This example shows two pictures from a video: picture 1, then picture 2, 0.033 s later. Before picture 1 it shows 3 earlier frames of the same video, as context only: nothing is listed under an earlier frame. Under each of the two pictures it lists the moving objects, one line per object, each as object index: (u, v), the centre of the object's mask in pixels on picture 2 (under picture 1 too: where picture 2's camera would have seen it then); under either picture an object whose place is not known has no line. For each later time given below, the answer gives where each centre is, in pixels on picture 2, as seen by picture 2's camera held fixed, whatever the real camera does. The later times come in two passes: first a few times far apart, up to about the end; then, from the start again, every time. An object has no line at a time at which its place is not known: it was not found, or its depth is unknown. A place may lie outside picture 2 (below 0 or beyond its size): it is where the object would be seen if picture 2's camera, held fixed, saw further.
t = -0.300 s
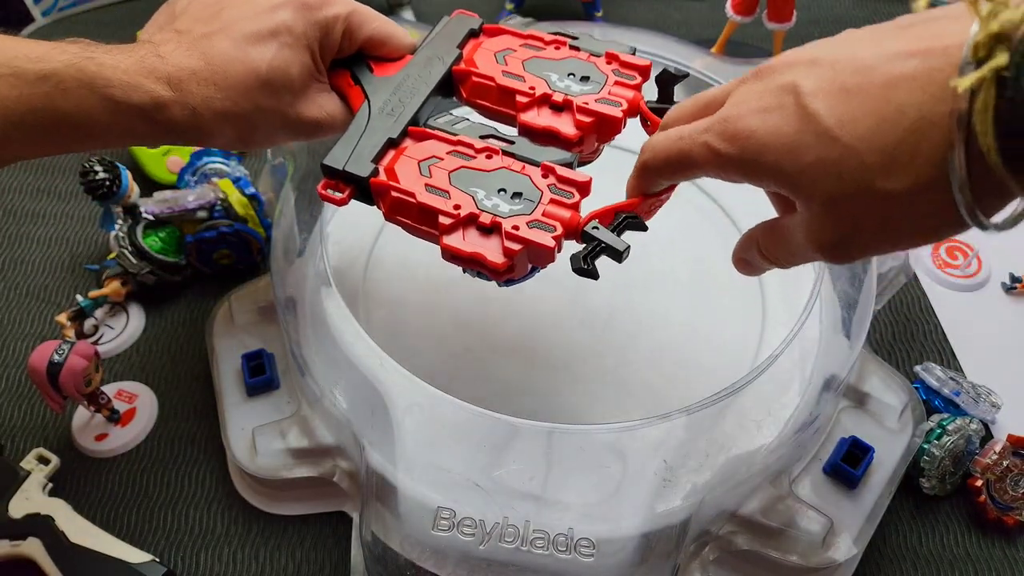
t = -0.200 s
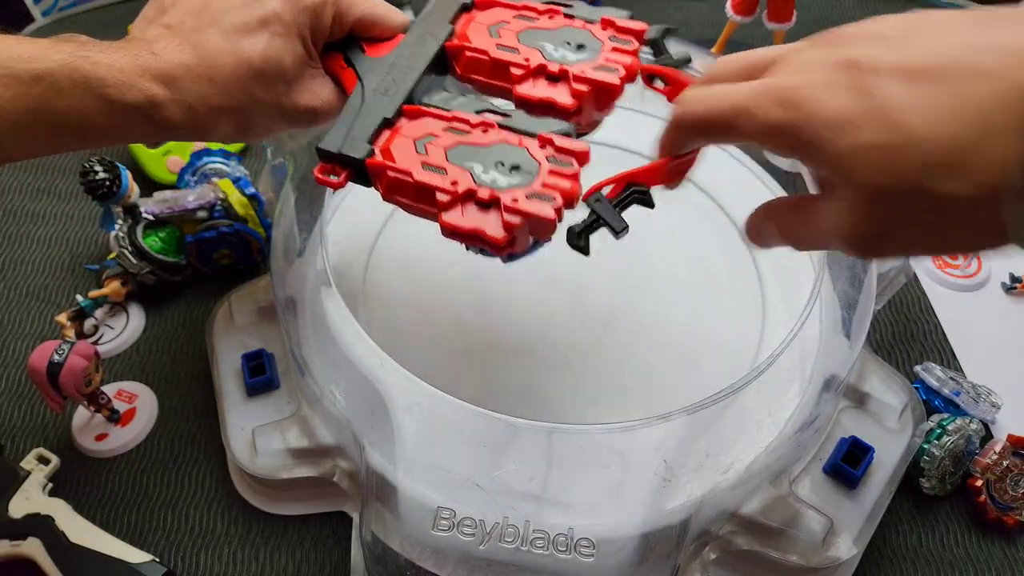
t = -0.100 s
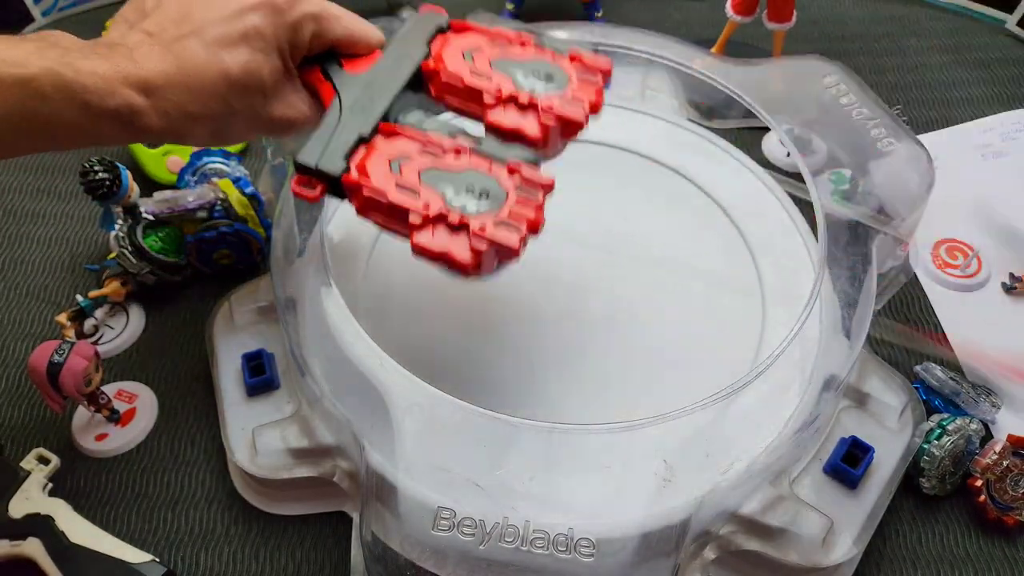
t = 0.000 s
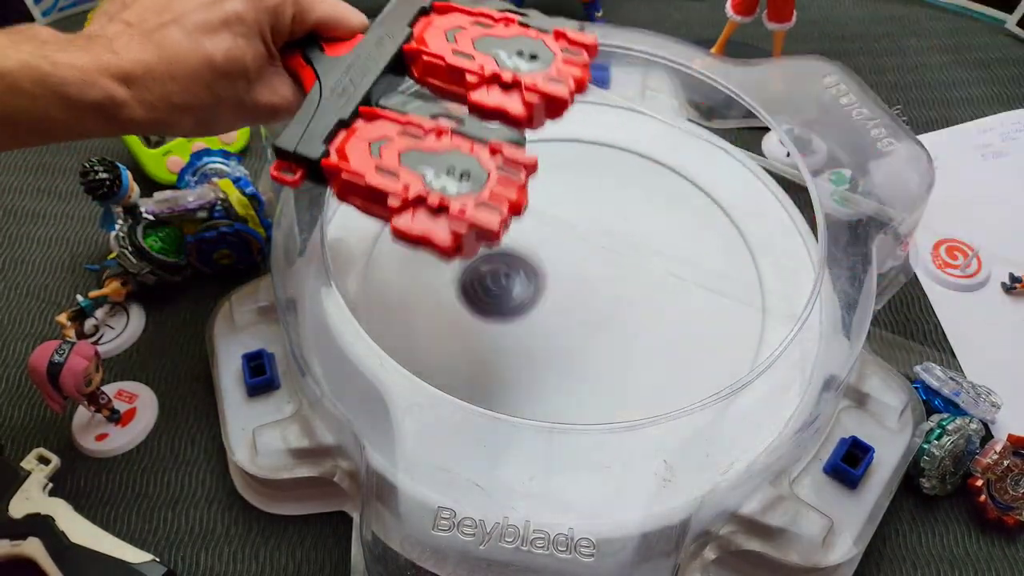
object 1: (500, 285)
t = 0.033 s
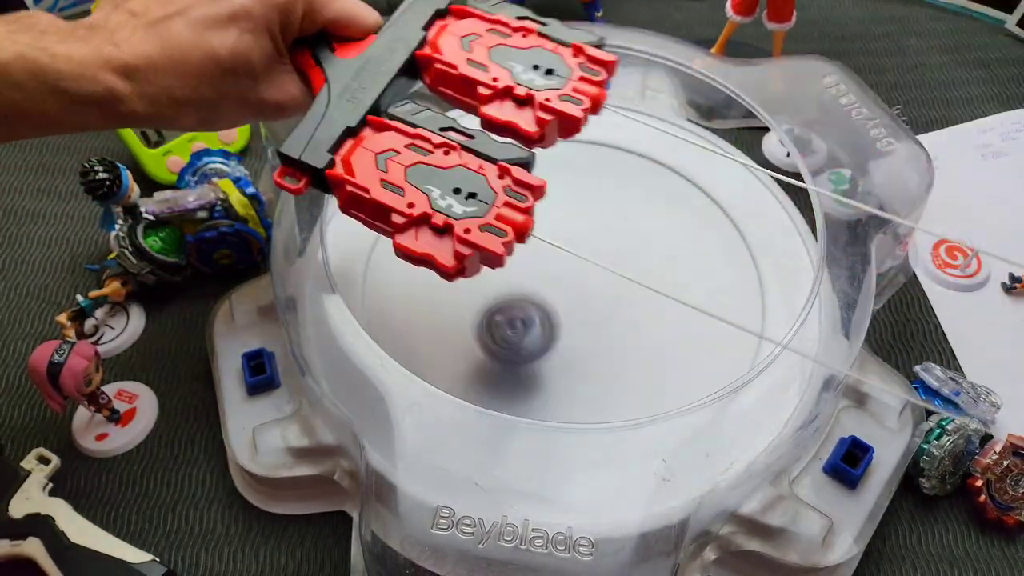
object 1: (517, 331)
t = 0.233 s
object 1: (725, 347)
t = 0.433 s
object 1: (802, 218)
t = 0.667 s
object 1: (496, 139)
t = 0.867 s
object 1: (372, 419)
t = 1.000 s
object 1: (589, 522)
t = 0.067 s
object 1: (549, 333)
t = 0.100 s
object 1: (589, 330)
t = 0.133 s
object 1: (627, 338)
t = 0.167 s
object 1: (664, 358)
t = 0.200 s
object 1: (694, 365)
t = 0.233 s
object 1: (725, 347)
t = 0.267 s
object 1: (747, 337)
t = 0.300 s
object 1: (767, 318)
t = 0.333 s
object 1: (796, 303)
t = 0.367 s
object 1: (806, 278)
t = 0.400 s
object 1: (808, 248)
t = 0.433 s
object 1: (802, 218)
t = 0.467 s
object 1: (777, 191)
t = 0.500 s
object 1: (752, 162)
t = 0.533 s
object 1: (718, 133)
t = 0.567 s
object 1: (670, 122)
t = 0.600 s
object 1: (613, 122)
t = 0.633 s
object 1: (554, 128)
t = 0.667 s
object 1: (496, 139)
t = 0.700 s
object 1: (441, 156)
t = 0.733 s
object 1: (387, 189)
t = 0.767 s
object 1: (352, 223)
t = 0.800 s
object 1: (343, 273)
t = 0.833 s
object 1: (356, 349)
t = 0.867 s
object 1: (372, 419)
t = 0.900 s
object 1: (460, 468)
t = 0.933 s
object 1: (545, 493)
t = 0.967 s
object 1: (634, 525)
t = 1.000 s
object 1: (589, 522)
